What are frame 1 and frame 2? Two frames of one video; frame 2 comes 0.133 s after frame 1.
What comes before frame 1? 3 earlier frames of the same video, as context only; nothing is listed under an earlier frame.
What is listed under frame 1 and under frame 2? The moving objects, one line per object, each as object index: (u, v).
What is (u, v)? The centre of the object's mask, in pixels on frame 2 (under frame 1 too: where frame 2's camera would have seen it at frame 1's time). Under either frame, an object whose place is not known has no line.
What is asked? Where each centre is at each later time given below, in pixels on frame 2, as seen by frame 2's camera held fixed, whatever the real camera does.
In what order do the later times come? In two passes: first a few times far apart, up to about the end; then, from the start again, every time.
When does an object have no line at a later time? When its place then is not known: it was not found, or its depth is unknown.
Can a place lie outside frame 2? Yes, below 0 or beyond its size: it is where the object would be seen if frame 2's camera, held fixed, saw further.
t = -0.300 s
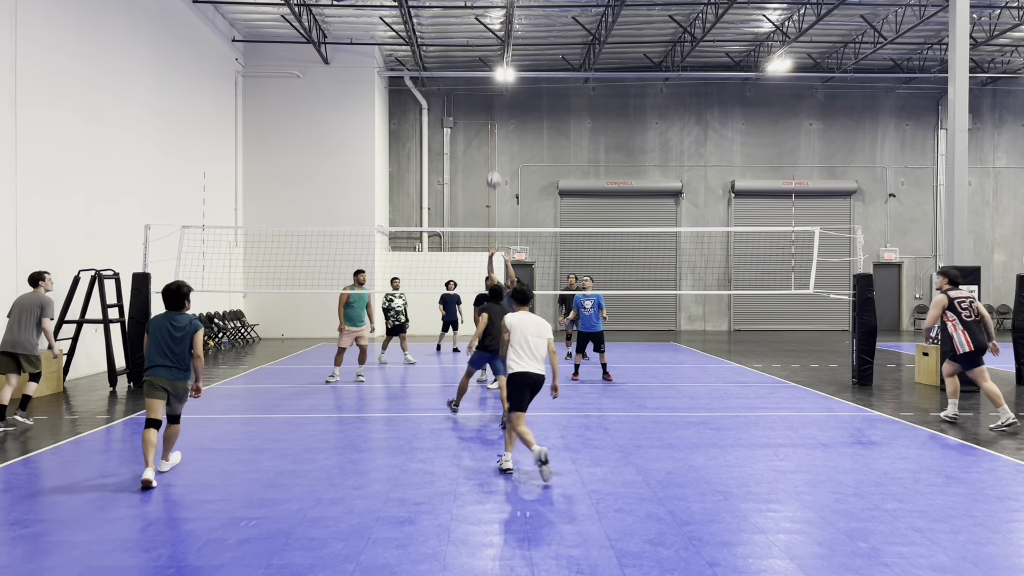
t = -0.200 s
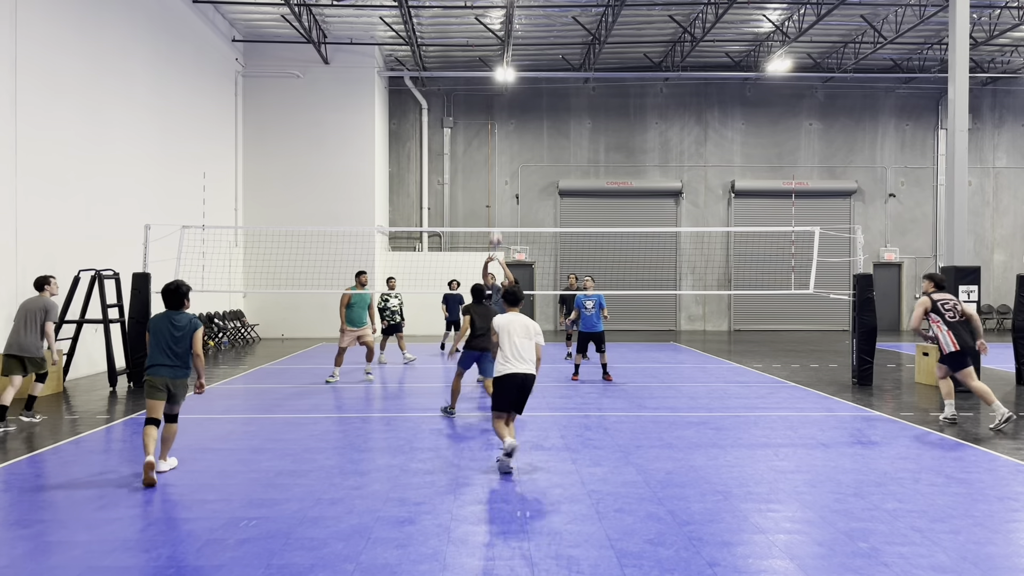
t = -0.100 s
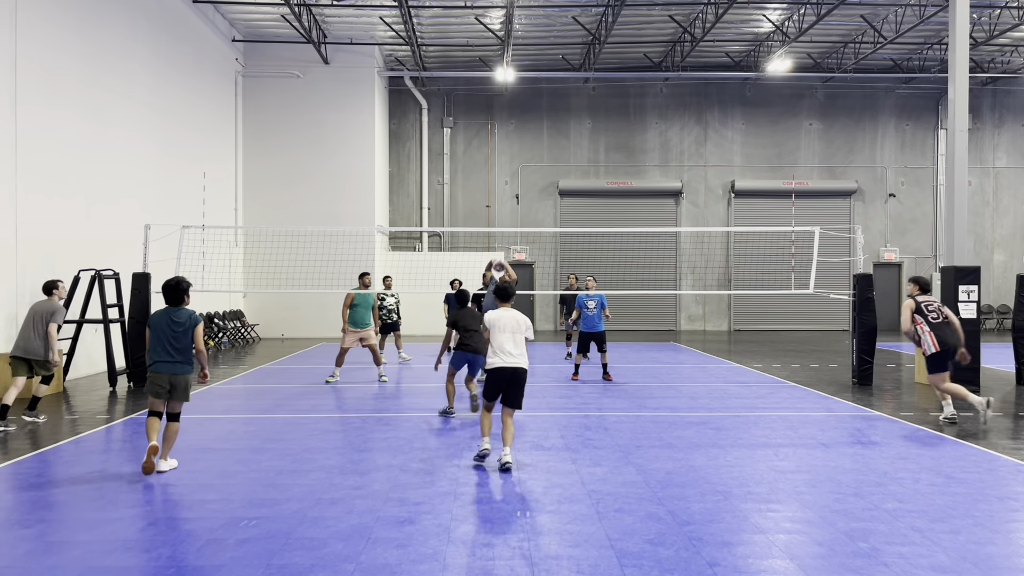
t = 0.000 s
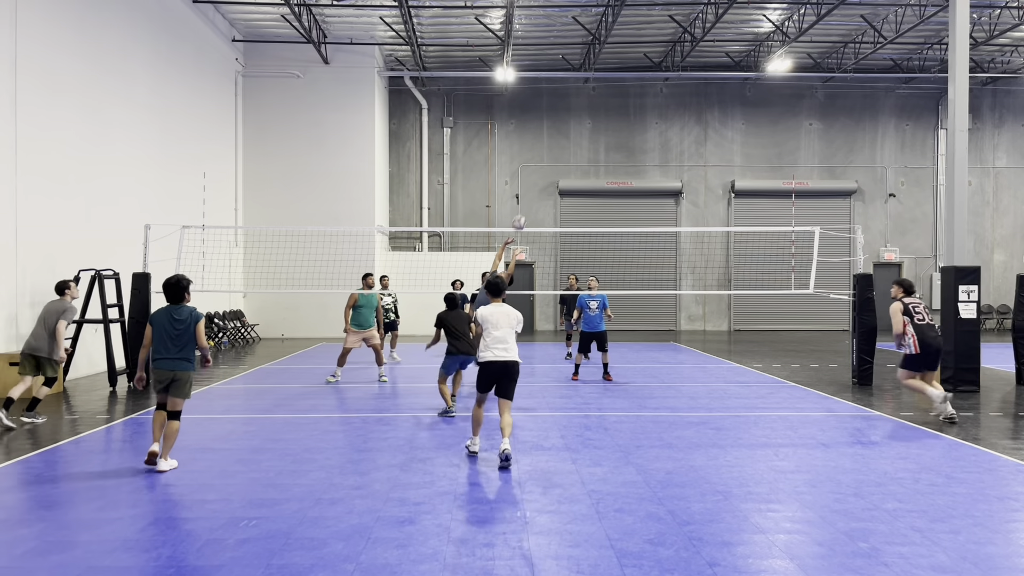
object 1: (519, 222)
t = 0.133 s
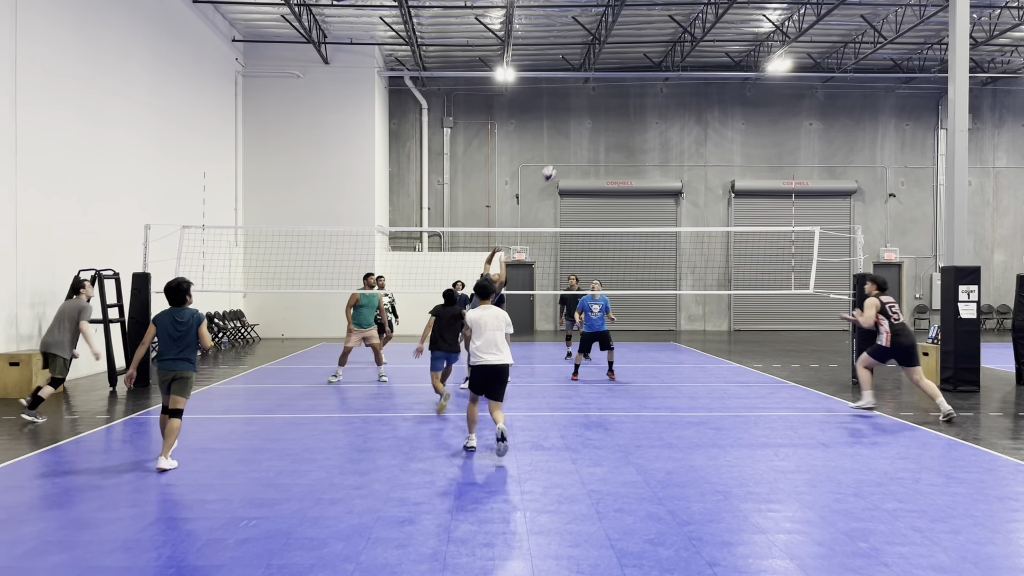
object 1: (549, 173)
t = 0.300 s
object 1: (584, 129)
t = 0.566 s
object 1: (639, 99)
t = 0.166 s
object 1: (556, 163)
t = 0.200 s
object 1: (563, 153)
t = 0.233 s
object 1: (570, 144)
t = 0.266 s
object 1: (577, 136)
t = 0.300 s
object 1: (584, 129)
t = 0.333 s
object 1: (591, 123)
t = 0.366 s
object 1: (598, 117)
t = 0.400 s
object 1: (605, 112)
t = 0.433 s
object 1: (612, 108)
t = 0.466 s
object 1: (618, 105)
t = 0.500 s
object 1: (625, 102)
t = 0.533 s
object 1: (632, 100)
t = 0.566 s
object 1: (639, 99)
